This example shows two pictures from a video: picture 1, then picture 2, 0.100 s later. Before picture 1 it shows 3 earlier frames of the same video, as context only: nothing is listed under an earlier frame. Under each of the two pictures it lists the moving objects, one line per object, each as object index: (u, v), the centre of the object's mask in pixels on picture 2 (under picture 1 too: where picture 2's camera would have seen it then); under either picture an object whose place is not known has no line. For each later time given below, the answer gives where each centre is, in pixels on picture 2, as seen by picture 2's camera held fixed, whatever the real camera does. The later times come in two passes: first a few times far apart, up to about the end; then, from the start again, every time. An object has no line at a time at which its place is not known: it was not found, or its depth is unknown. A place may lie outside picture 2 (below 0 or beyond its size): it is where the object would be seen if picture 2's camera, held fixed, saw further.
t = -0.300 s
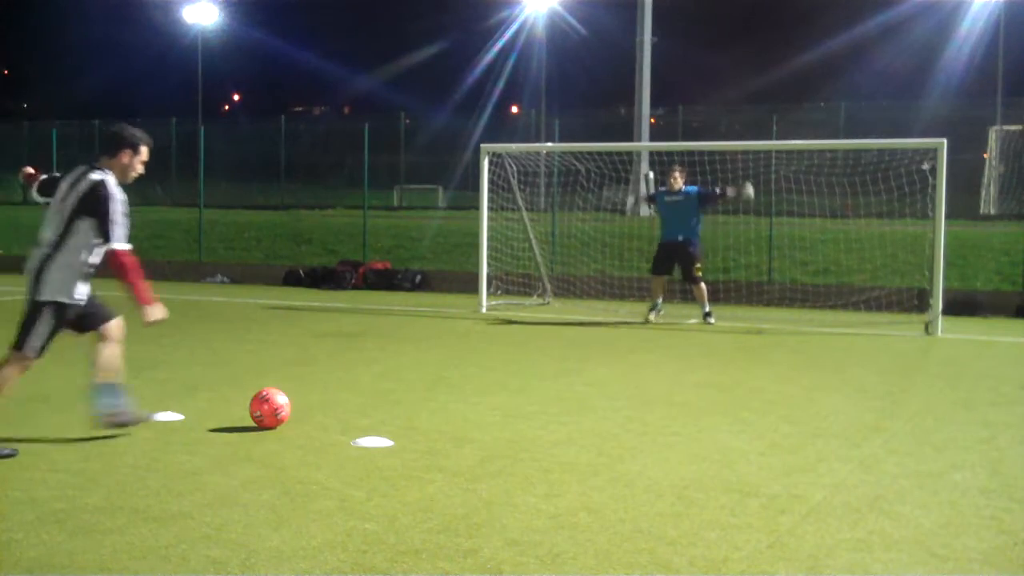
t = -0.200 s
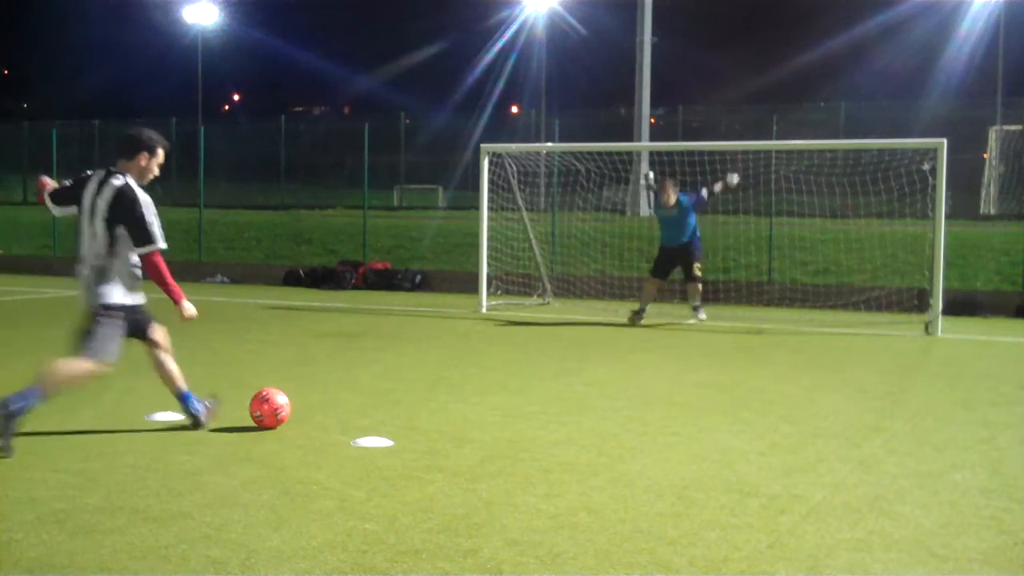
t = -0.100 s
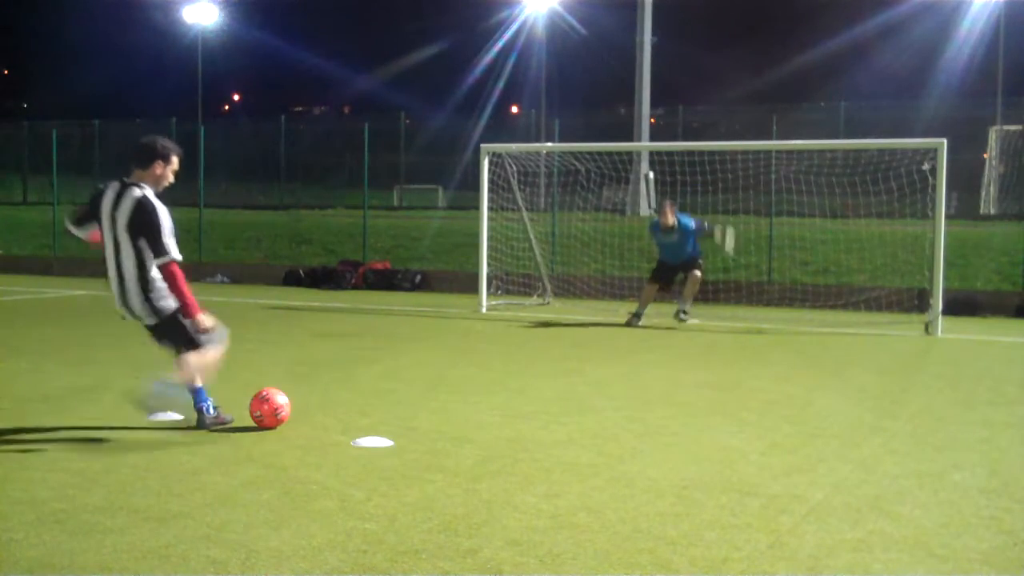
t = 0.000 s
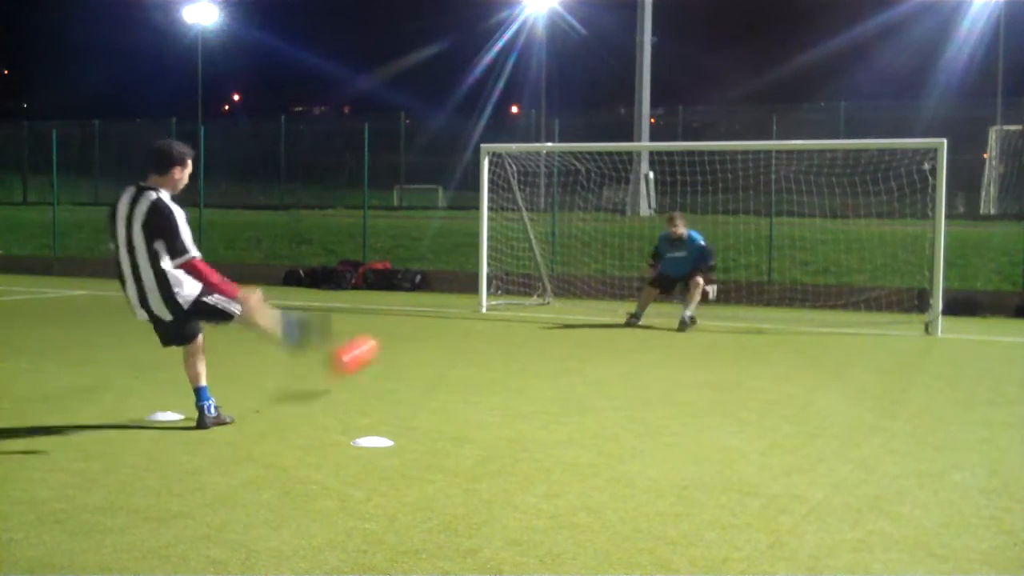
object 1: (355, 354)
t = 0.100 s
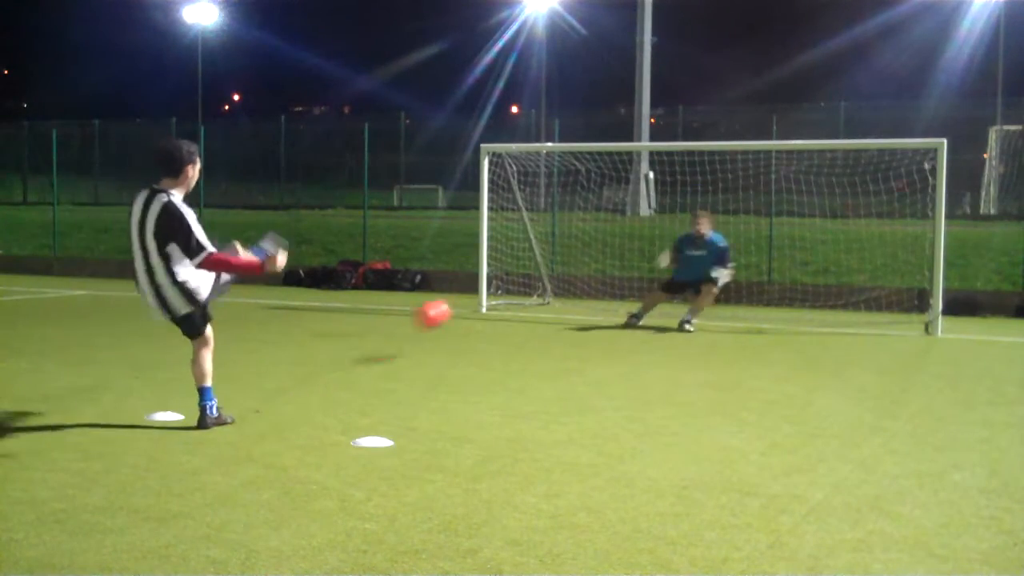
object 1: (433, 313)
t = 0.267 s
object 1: (500, 301)
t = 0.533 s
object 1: (523, 285)
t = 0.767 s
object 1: (512, 292)
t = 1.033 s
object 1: (503, 296)
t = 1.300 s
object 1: (503, 297)
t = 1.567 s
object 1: (506, 297)
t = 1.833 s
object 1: (510, 297)
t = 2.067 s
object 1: (512, 297)
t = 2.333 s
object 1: (512, 297)
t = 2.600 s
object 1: (513, 297)
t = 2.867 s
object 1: (513, 297)
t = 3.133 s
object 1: (513, 297)
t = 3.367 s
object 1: (513, 297)
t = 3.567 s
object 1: (513, 297)
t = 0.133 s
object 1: (452, 306)
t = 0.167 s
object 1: (466, 302)
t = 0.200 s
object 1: (479, 300)
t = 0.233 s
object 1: (491, 300)
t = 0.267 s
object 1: (500, 301)
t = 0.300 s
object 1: (507, 303)
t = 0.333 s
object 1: (514, 304)
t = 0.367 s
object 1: (520, 295)
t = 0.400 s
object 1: (523, 286)
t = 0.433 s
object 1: (529, 282)
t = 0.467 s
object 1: (533, 279)
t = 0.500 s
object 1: (528, 282)
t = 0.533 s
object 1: (523, 285)
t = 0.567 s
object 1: (518, 288)
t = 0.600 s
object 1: (518, 292)
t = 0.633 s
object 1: (516, 294)
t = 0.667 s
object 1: (514, 294)
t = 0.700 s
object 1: (513, 292)
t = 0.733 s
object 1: (512, 292)
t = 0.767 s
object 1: (512, 292)
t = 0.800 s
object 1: (511, 292)
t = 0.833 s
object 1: (511, 293)
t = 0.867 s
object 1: (509, 294)
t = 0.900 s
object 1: (507, 294)
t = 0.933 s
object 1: (506, 294)
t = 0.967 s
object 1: (503, 296)
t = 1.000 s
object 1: (503, 296)
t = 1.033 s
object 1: (503, 296)
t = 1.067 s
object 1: (503, 296)
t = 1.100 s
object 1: (503, 296)
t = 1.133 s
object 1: (502, 296)
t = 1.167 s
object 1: (502, 297)
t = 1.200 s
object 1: (502, 297)
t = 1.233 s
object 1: (502, 297)
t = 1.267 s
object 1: (502, 297)
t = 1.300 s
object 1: (503, 297)
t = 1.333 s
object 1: (503, 297)
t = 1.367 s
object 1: (503, 297)
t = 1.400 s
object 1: (504, 297)
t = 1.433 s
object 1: (504, 297)
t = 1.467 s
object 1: (504, 297)
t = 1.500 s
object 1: (505, 297)
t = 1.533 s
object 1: (505, 297)
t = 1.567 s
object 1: (506, 297)
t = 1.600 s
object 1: (506, 297)
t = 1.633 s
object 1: (507, 297)
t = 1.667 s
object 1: (508, 297)
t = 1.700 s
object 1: (508, 297)
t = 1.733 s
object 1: (509, 297)
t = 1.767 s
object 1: (510, 297)
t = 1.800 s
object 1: (510, 297)
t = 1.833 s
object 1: (510, 297)
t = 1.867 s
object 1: (511, 297)
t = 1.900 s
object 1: (511, 297)
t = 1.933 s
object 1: (511, 297)
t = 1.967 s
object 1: (512, 297)
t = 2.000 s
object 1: (512, 297)
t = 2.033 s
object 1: (512, 297)
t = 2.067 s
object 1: (512, 297)
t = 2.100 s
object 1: (512, 297)
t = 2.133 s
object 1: (512, 297)
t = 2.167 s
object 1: (512, 297)
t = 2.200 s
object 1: (512, 297)
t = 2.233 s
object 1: (512, 297)
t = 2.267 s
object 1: (512, 297)
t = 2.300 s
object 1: (512, 297)
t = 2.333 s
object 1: (512, 297)
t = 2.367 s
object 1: (512, 297)
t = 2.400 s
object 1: (512, 297)
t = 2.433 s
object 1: (512, 297)
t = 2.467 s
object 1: (512, 297)
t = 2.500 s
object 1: (512, 297)
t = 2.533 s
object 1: (512, 297)
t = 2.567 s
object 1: (512, 297)
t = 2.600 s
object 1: (513, 297)
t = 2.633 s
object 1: (513, 297)
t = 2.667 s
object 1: (513, 297)
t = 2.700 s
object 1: (513, 297)
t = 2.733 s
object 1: (513, 297)
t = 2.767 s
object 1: (512, 297)
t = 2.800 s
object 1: (512, 297)
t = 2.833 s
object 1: (512, 297)
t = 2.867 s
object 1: (513, 297)
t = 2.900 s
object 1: (512, 297)
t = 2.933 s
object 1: (513, 297)
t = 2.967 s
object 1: (513, 297)
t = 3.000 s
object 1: (513, 297)
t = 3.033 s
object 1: (513, 297)
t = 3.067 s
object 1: (513, 297)
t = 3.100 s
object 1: (513, 297)
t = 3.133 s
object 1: (513, 297)
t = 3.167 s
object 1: (513, 297)
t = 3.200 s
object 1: (513, 297)
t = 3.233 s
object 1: (513, 297)
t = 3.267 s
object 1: (513, 297)
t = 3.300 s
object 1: (513, 297)
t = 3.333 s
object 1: (513, 297)
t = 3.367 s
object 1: (513, 297)
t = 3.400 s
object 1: (513, 297)
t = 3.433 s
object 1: (513, 297)
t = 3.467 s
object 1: (513, 297)
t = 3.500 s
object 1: (513, 297)
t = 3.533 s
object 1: (513, 297)
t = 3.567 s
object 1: (513, 297)
